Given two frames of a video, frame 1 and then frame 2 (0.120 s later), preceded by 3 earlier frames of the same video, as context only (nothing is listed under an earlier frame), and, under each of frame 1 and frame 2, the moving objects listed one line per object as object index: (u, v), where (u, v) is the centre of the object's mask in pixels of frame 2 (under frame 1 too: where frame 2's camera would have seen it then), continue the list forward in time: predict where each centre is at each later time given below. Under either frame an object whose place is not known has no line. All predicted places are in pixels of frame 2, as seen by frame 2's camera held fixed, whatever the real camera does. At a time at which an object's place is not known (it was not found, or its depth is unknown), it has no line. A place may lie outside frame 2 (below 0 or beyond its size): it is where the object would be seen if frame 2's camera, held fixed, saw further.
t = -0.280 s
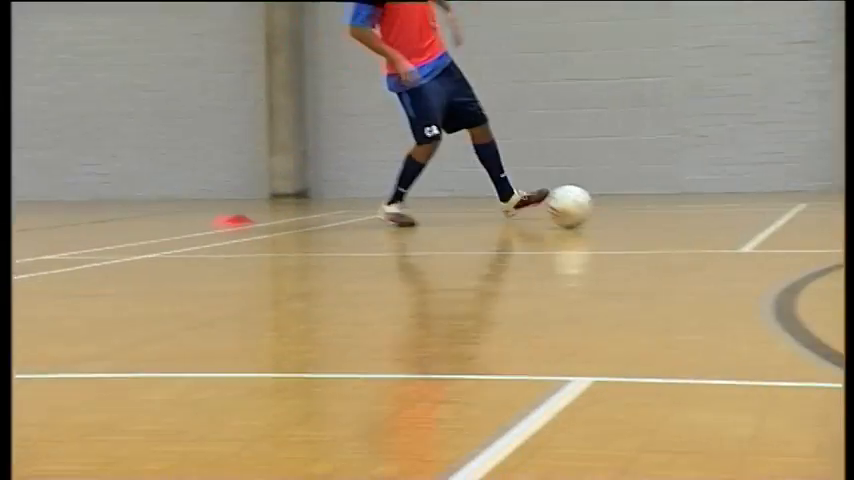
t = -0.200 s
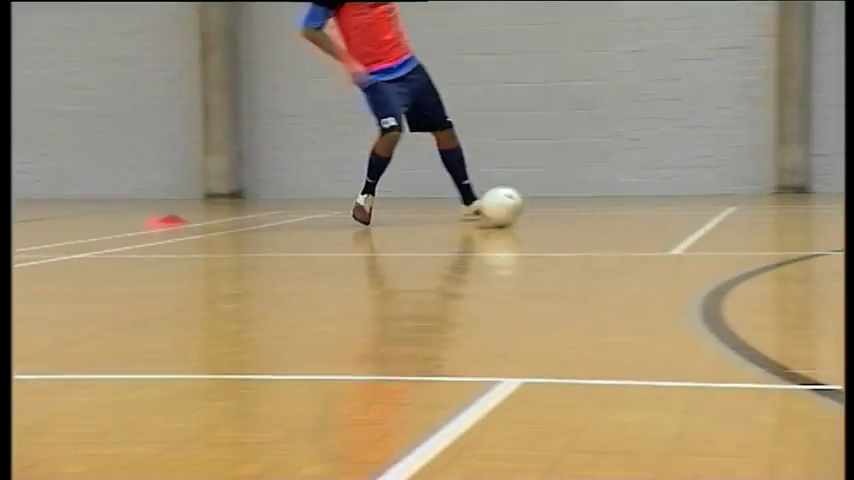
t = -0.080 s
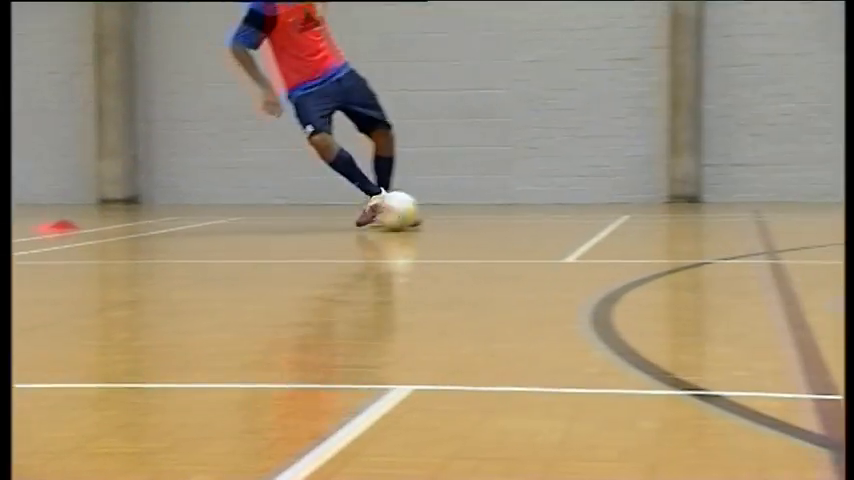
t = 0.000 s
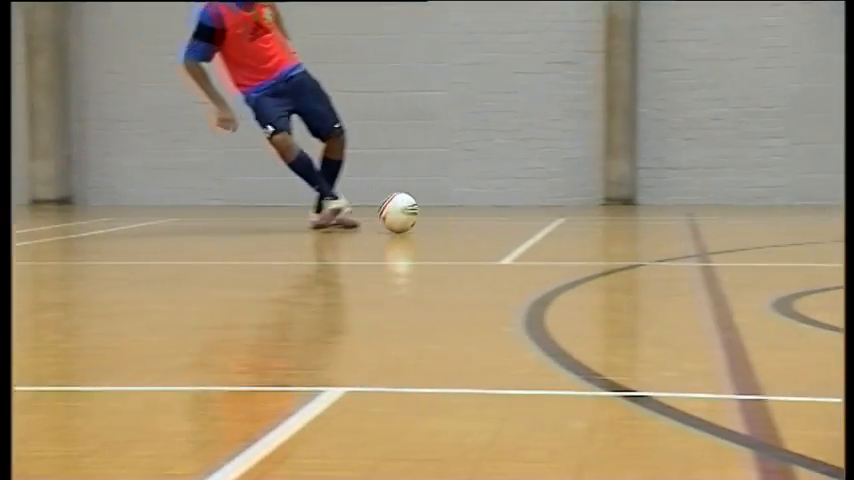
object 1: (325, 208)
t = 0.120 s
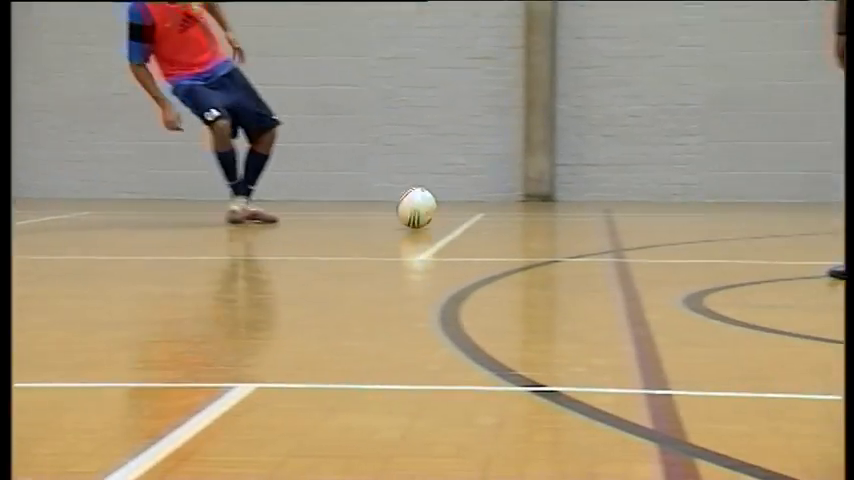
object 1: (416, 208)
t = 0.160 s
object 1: (443, 208)
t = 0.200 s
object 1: (470, 209)
